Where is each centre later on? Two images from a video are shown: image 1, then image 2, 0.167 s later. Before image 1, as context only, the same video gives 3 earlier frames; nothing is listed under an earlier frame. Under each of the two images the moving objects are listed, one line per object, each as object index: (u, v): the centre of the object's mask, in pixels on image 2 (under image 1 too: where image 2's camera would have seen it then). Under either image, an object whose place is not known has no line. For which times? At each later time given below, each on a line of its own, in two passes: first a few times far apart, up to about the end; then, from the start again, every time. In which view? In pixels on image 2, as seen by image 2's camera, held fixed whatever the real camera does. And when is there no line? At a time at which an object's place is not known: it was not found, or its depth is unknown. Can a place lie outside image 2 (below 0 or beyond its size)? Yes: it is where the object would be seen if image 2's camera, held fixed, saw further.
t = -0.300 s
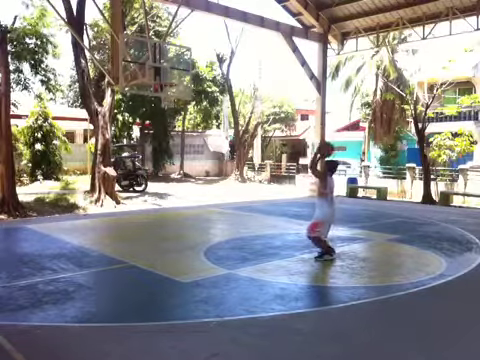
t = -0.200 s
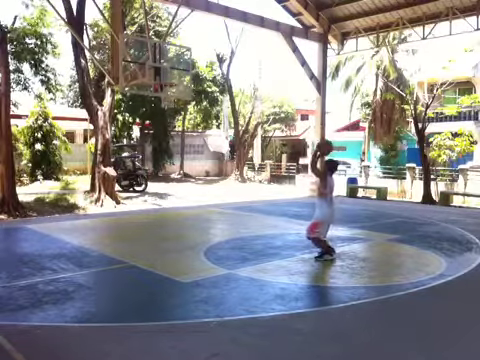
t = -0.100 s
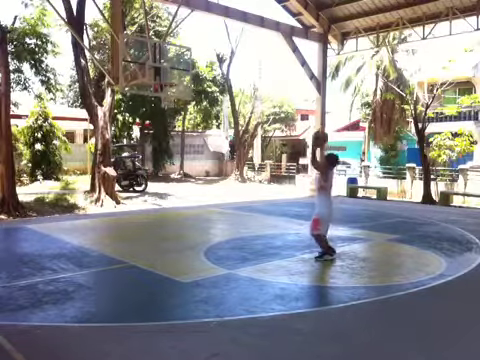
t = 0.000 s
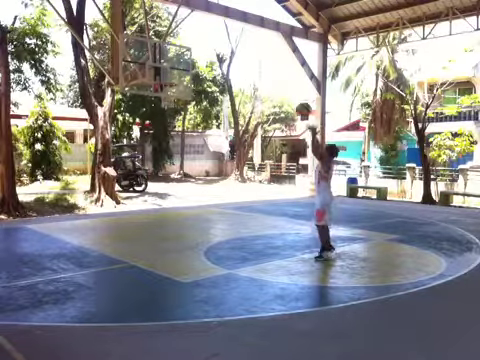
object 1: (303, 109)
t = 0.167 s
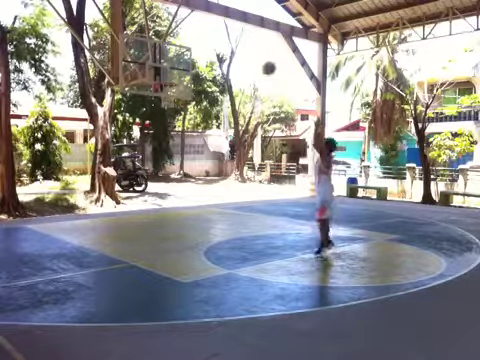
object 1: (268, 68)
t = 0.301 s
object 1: (245, 50)
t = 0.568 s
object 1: (203, 46)
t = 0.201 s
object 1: (262, 62)
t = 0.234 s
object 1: (256, 58)
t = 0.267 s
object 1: (251, 54)
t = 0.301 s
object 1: (245, 50)
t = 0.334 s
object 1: (238, 47)
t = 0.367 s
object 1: (233, 46)
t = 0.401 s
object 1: (228, 44)
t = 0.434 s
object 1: (223, 43)
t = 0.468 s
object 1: (218, 43)
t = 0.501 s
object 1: (213, 44)
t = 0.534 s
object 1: (208, 45)
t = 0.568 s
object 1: (203, 46)
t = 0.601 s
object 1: (199, 49)
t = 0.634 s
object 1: (194, 51)
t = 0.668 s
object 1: (189, 55)
